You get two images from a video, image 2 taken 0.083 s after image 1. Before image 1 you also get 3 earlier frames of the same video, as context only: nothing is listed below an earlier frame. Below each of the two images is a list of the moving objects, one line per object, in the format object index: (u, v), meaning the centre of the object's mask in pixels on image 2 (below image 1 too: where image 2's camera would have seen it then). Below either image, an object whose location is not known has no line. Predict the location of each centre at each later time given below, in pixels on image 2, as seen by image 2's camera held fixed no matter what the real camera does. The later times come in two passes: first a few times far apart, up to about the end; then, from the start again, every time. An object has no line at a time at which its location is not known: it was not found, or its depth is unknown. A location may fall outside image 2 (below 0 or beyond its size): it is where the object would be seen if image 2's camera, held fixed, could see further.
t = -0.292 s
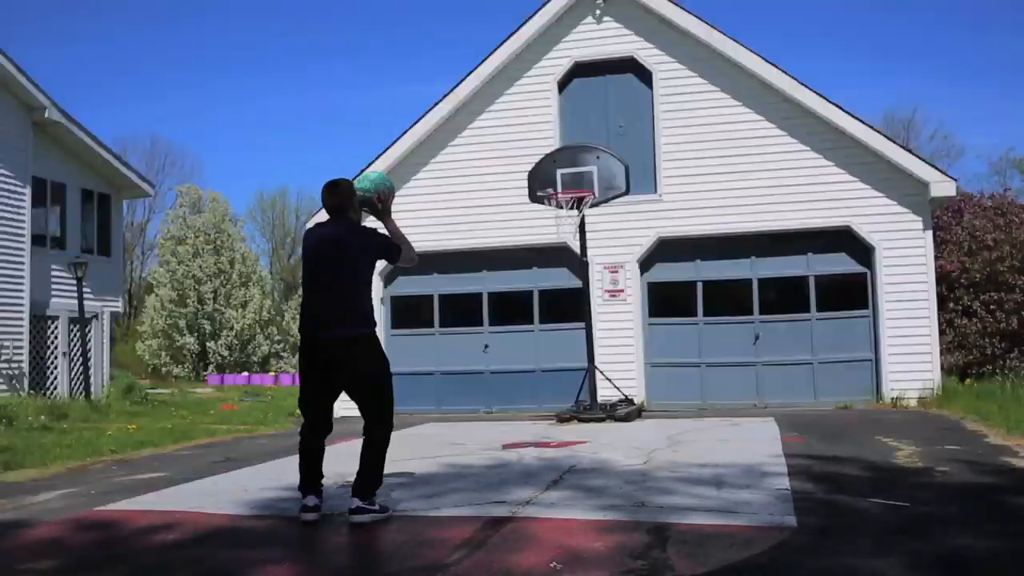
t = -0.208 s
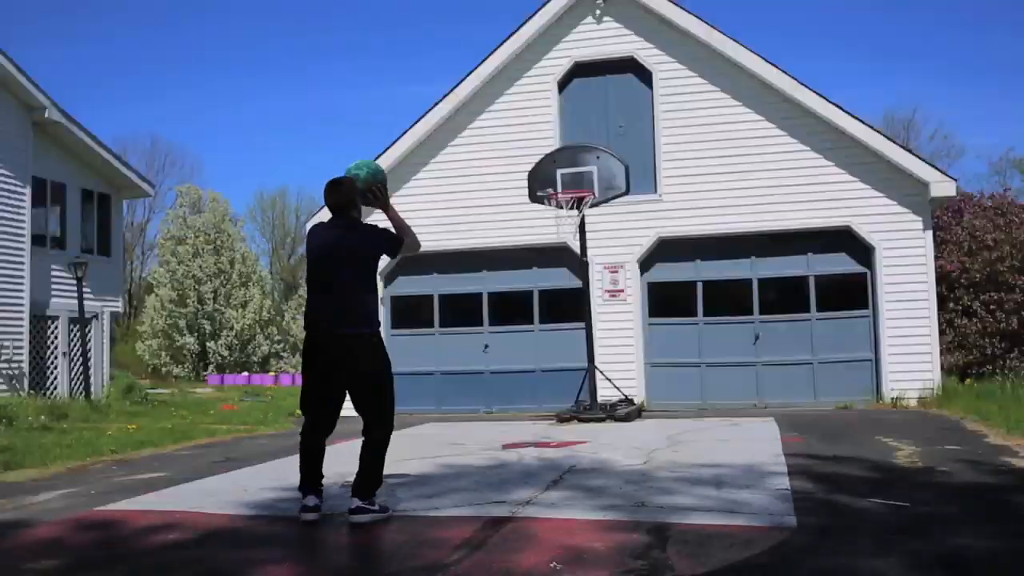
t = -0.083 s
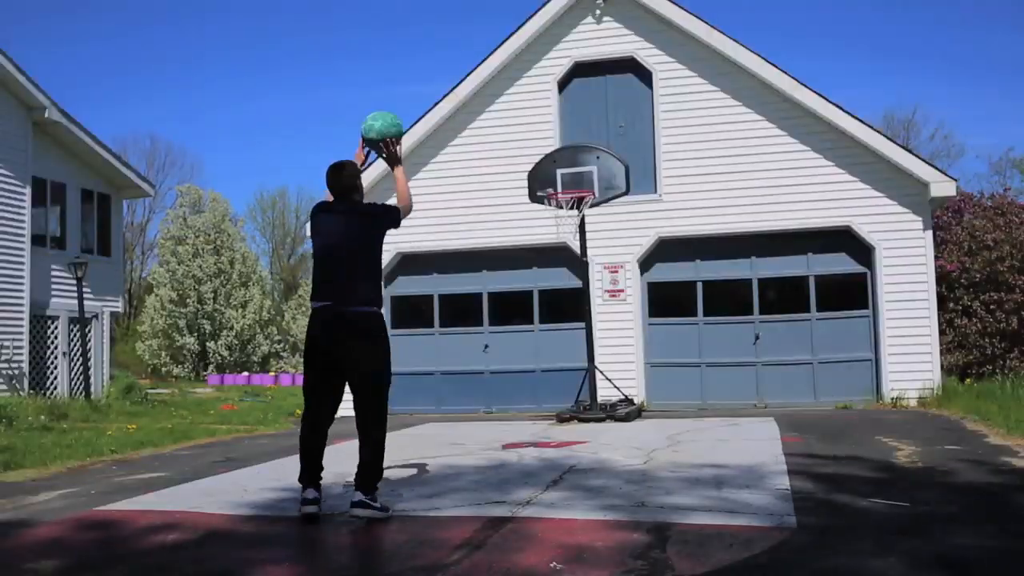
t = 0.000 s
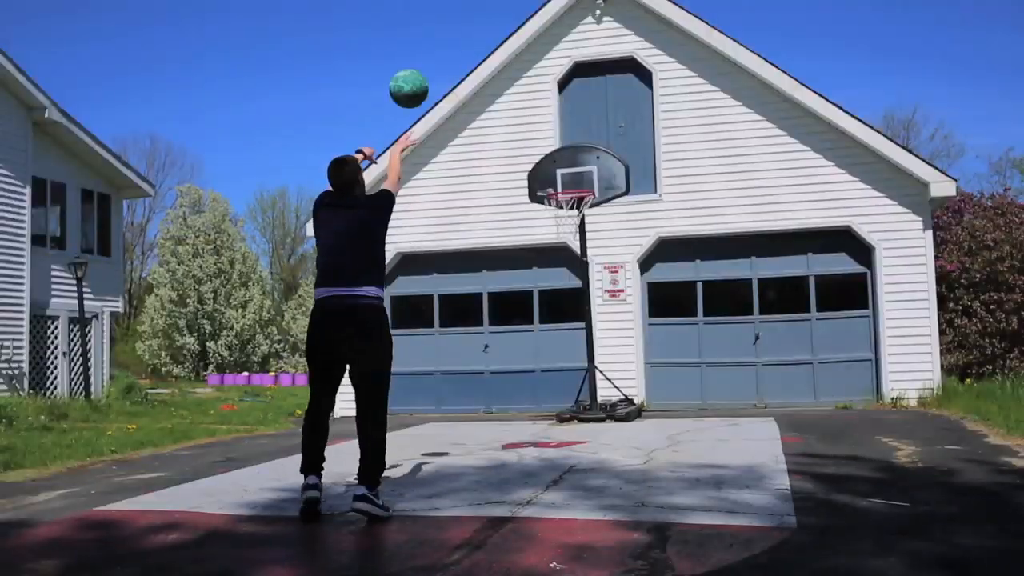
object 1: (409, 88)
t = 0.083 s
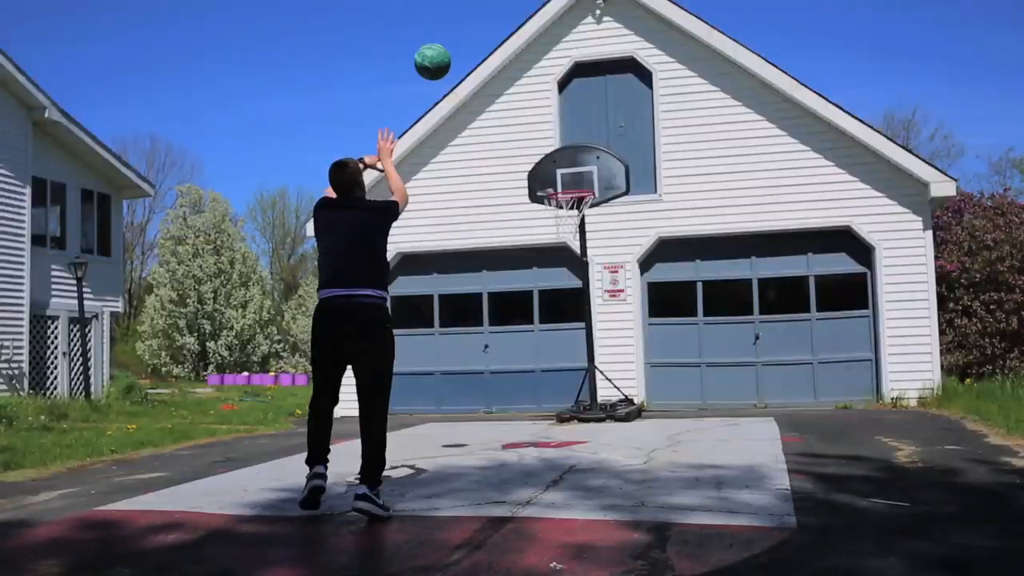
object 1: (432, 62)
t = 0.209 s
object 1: (463, 45)
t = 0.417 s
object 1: (503, 66)
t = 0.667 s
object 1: (541, 144)
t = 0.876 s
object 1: (563, 173)
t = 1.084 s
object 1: (570, 166)
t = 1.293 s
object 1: (570, 185)
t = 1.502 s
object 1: (568, 222)
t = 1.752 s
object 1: (573, 255)
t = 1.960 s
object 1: (579, 328)
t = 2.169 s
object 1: (583, 405)
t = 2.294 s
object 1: (581, 378)
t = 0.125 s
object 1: (443, 53)
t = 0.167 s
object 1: (453, 48)
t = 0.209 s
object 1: (463, 45)
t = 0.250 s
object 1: (472, 45)
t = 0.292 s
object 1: (480, 47)
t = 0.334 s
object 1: (488, 51)
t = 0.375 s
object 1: (496, 58)
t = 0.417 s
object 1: (503, 66)
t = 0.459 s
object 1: (510, 75)
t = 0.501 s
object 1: (517, 87)
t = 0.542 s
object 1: (523, 99)
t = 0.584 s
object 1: (529, 113)
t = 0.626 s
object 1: (535, 128)
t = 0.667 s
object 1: (541, 144)
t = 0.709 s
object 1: (547, 161)
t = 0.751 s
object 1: (552, 179)
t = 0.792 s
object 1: (555, 180)
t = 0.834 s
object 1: (559, 177)
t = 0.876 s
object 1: (563, 173)
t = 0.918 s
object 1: (567, 172)
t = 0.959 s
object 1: (570, 171)
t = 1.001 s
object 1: (570, 168)
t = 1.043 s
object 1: (570, 166)
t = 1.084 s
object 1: (570, 166)
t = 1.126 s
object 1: (569, 168)
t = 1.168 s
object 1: (570, 171)
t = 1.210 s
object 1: (570, 176)
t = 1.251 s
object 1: (570, 182)
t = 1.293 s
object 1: (570, 185)
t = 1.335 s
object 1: (570, 194)
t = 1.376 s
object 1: (569, 201)
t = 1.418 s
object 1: (568, 209)
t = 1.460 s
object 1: (568, 217)
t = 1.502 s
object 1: (568, 222)
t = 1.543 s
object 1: (570, 224)
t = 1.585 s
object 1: (570, 227)
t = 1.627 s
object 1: (571, 230)
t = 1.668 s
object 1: (572, 236)
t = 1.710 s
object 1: (572, 245)
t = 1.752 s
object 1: (573, 255)
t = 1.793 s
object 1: (575, 265)
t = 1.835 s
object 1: (575, 279)
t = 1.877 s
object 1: (576, 294)
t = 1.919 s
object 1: (577, 310)
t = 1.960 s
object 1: (579, 328)
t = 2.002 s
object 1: (580, 349)
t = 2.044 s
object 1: (582, 371)
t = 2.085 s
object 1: (583, 396)
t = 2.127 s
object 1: (584, 416)
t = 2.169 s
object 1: (583, 405)
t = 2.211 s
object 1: (583, 395)
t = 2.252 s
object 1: (582, 386)
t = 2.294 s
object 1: (581, 378)
